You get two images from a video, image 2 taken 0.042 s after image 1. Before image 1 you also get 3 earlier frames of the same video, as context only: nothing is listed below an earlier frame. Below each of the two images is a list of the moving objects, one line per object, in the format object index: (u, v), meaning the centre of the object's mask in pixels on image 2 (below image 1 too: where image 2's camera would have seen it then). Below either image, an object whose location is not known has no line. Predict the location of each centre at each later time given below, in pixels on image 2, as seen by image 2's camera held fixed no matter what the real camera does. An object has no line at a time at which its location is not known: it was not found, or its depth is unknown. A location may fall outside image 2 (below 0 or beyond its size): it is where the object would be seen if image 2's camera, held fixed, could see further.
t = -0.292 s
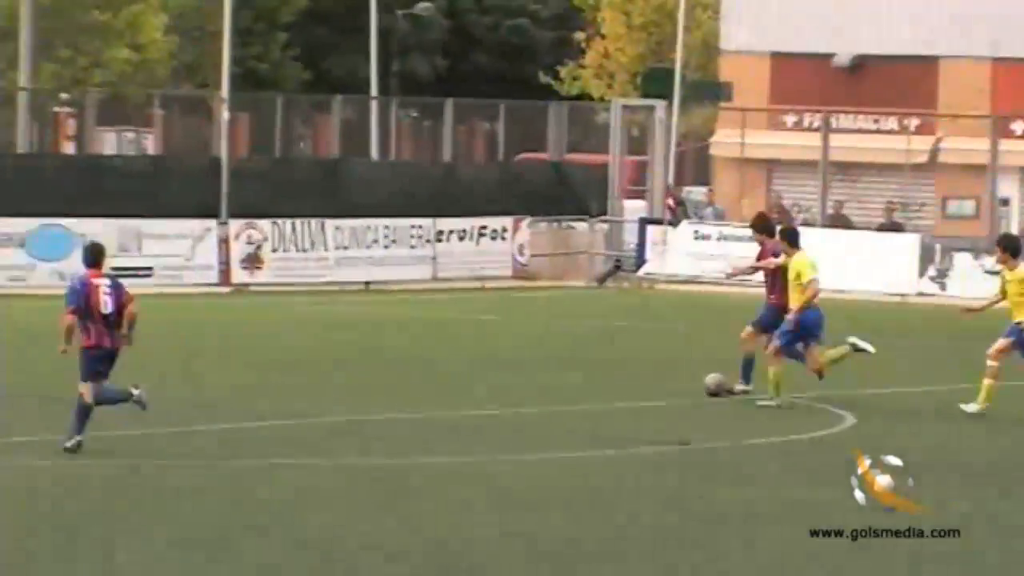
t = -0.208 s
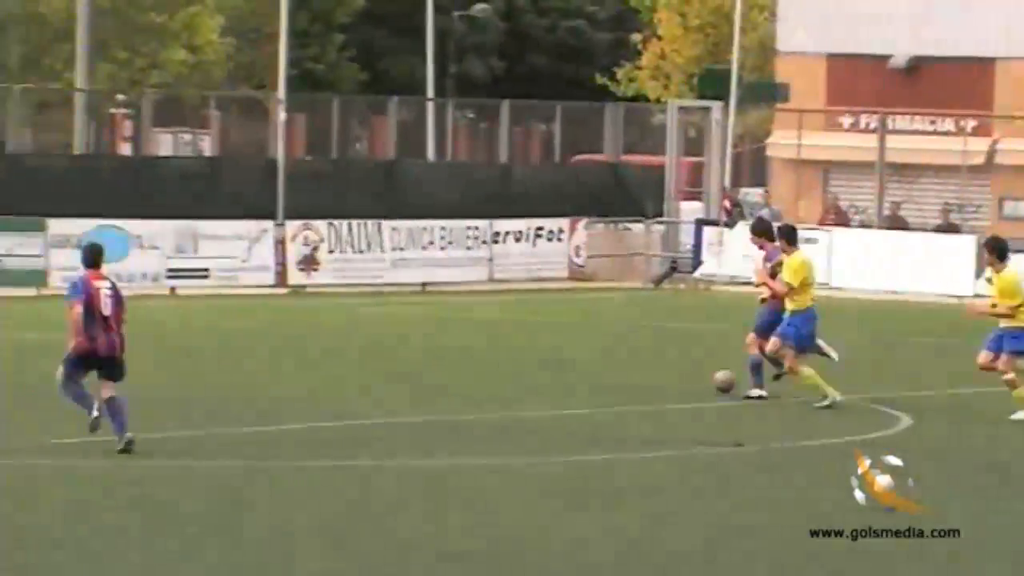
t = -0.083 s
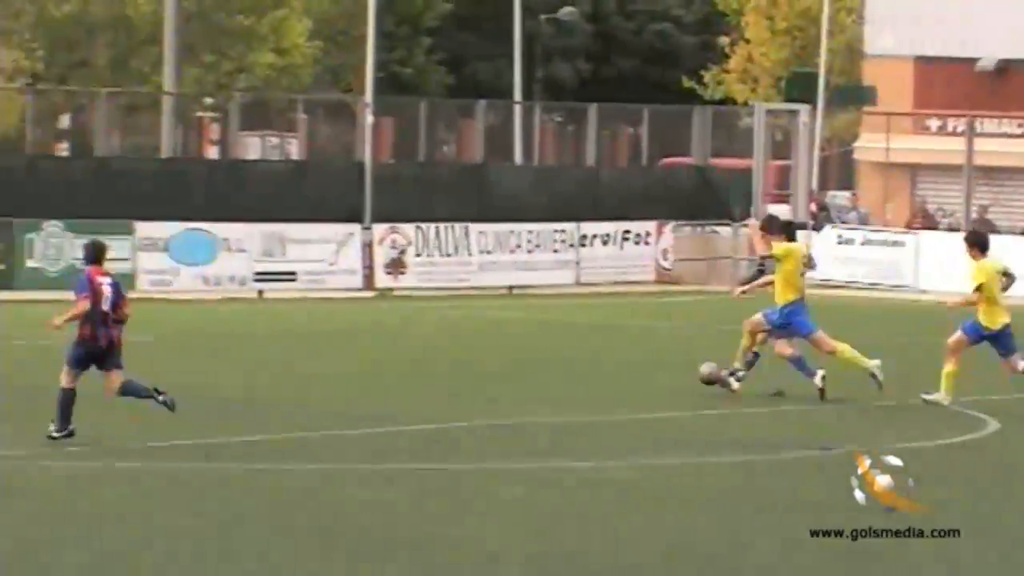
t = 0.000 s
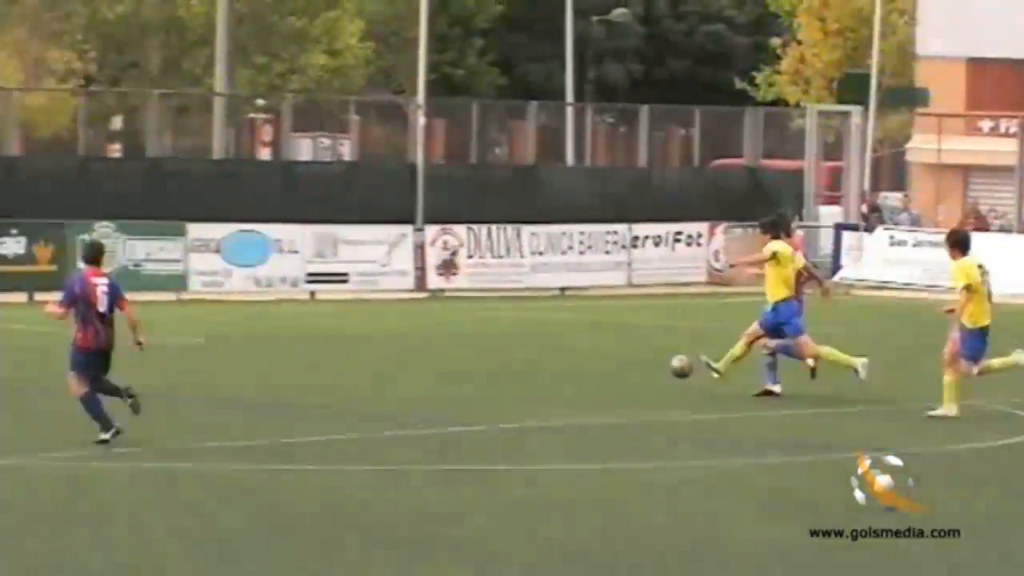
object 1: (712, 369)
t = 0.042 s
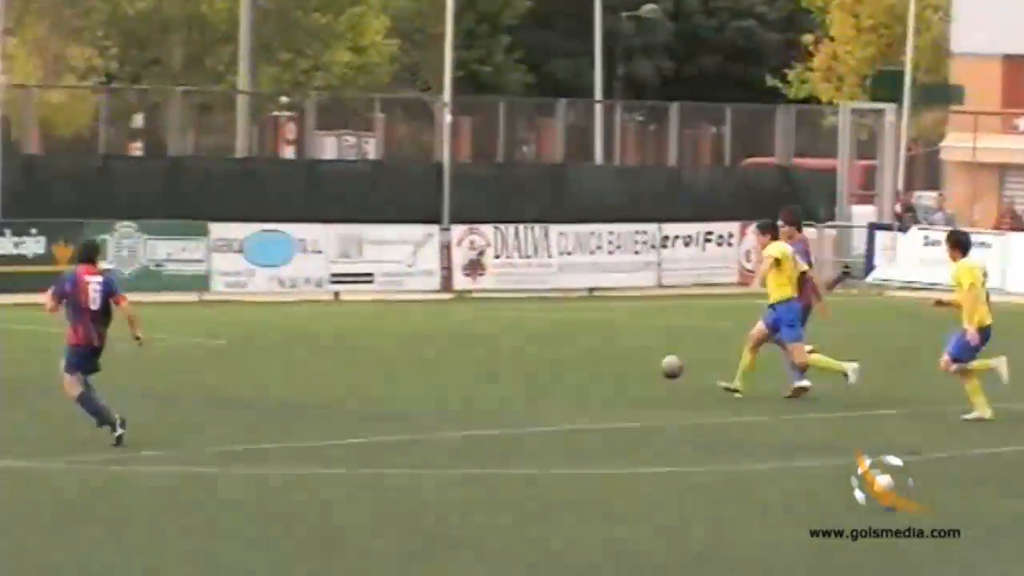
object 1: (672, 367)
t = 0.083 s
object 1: (630, 365)
